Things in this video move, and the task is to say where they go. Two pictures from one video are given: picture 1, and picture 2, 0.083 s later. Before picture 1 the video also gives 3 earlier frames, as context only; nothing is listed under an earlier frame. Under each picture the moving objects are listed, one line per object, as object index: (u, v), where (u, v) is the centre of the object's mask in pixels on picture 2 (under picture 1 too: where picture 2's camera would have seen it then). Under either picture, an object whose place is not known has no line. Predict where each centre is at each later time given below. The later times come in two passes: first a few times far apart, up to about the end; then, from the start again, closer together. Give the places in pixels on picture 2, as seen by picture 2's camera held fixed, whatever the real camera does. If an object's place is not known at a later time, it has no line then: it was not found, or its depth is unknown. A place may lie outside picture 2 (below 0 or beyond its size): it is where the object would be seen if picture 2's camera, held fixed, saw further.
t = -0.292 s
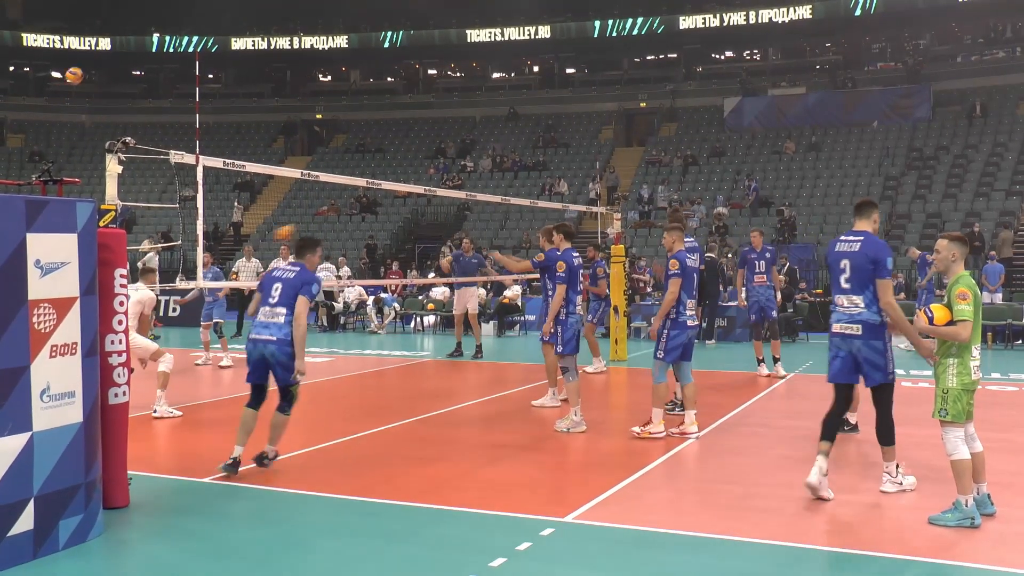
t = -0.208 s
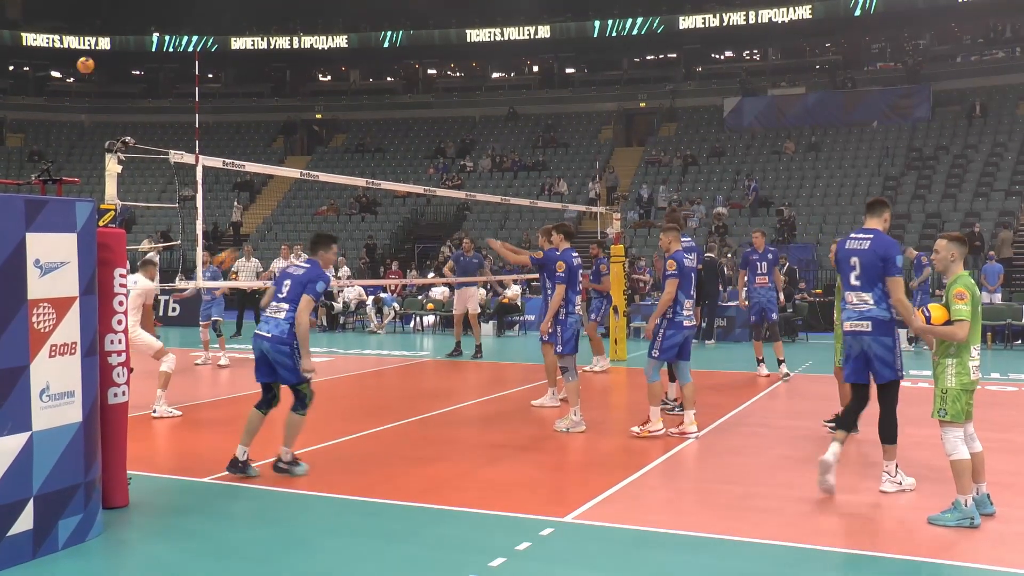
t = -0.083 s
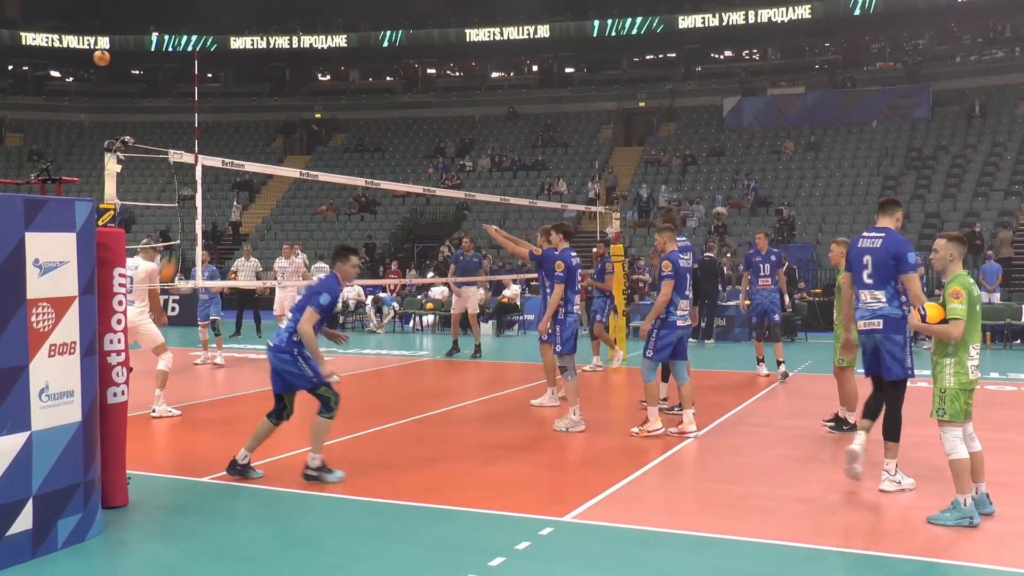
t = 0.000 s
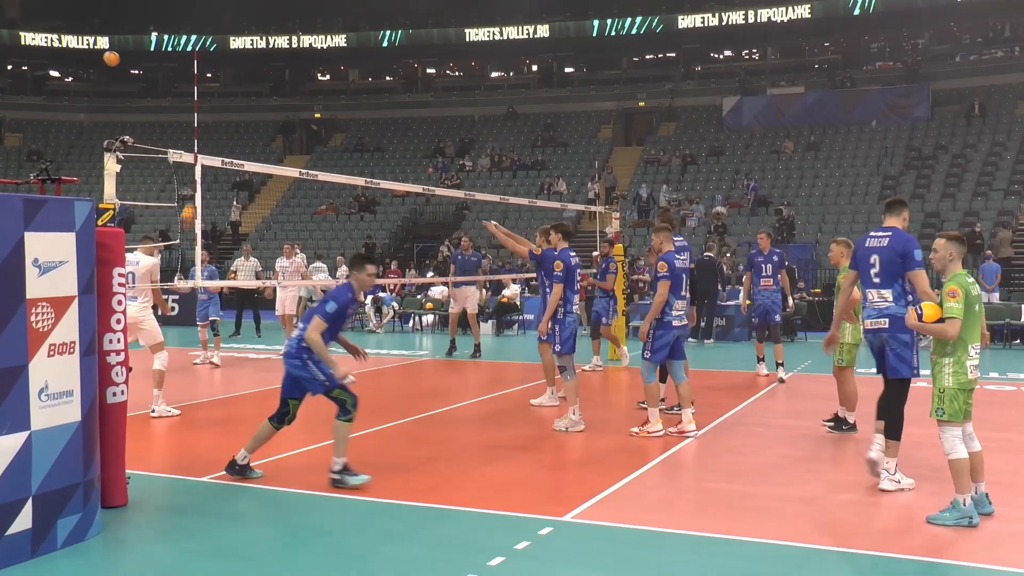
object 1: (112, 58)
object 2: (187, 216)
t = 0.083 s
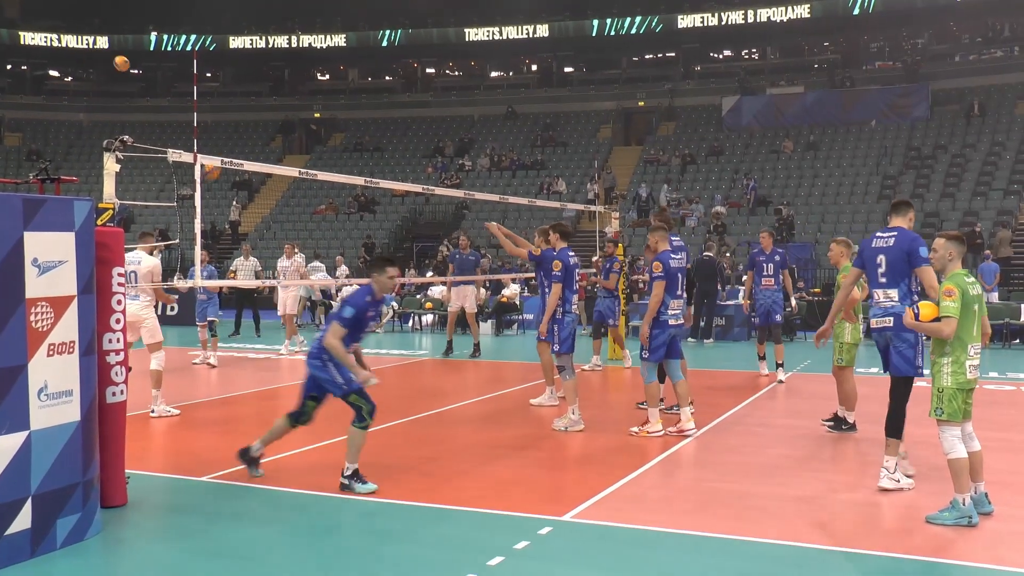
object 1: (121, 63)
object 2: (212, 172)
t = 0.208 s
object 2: (247, 104)
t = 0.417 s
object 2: (291, 49)
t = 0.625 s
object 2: (329, 23)
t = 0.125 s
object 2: (223, 146)
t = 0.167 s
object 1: (132, 73)
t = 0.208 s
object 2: (247, 104)
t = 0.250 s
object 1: (144, 90)
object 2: (257, 90)
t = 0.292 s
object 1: (149, 99)
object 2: (265, 77)
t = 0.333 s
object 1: (153, 108)
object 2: (274, 66)
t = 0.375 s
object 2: (283, 56)
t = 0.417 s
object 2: (291, 49)
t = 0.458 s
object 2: (299, 40)
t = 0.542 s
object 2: (315, 28)
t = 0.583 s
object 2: (322, 25)
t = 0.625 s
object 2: (329, 23)
